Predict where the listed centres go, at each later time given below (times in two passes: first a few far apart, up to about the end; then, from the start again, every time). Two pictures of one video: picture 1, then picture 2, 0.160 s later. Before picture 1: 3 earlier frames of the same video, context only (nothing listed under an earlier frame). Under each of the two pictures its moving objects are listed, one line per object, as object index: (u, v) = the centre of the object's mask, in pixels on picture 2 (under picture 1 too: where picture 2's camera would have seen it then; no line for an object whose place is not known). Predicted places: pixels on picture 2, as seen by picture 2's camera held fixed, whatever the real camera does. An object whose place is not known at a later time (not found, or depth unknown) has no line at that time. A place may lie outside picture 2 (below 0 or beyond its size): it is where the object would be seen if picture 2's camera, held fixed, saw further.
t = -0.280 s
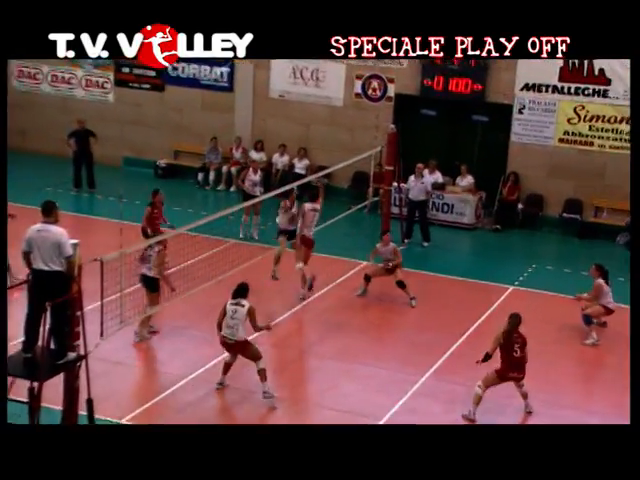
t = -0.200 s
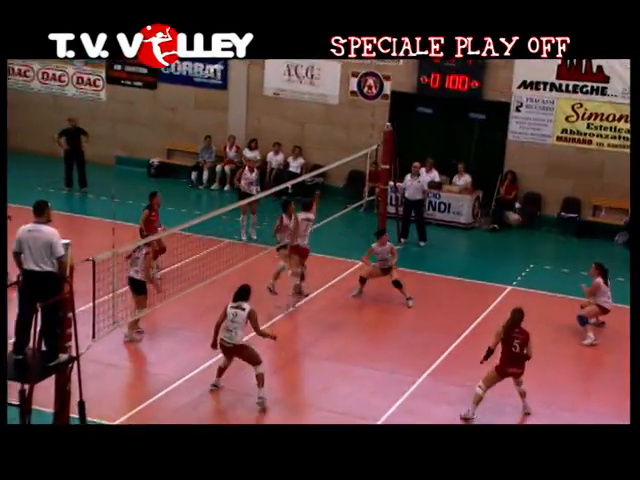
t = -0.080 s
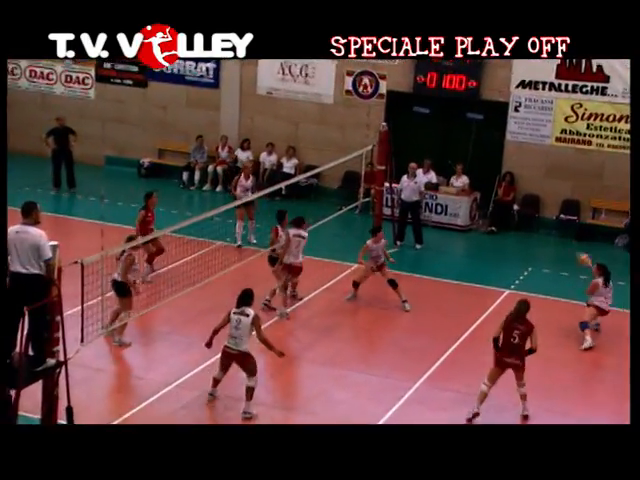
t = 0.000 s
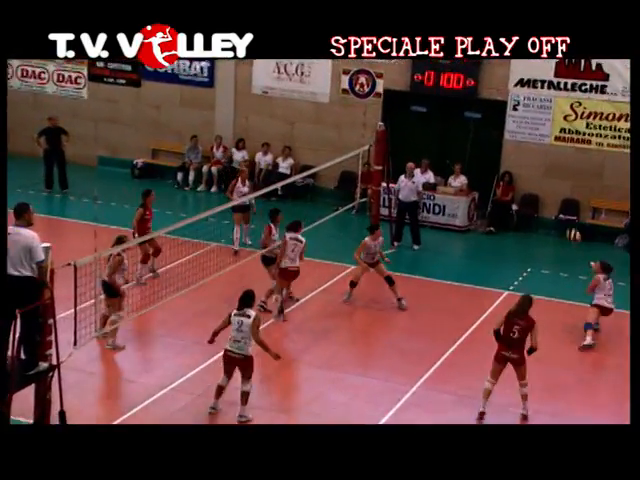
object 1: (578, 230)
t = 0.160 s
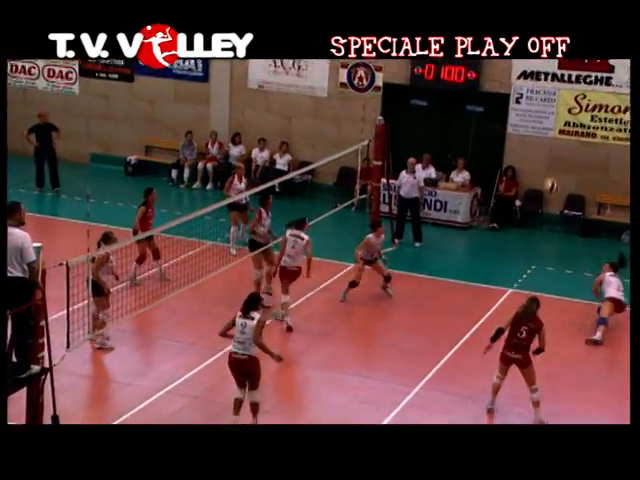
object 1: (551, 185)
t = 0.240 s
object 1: (537, 168)
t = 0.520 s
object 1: (486, 139)
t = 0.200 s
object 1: (545, 176)
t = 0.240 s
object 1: (537, 168)
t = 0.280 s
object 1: (530, 161)
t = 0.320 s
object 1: (523, 155)
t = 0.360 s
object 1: (515, 149)
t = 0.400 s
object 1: (509, 146)
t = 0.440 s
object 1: (500, 142)
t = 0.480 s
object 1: (493, 141)
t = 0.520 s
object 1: (486, 139)
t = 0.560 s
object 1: (477, 140)
